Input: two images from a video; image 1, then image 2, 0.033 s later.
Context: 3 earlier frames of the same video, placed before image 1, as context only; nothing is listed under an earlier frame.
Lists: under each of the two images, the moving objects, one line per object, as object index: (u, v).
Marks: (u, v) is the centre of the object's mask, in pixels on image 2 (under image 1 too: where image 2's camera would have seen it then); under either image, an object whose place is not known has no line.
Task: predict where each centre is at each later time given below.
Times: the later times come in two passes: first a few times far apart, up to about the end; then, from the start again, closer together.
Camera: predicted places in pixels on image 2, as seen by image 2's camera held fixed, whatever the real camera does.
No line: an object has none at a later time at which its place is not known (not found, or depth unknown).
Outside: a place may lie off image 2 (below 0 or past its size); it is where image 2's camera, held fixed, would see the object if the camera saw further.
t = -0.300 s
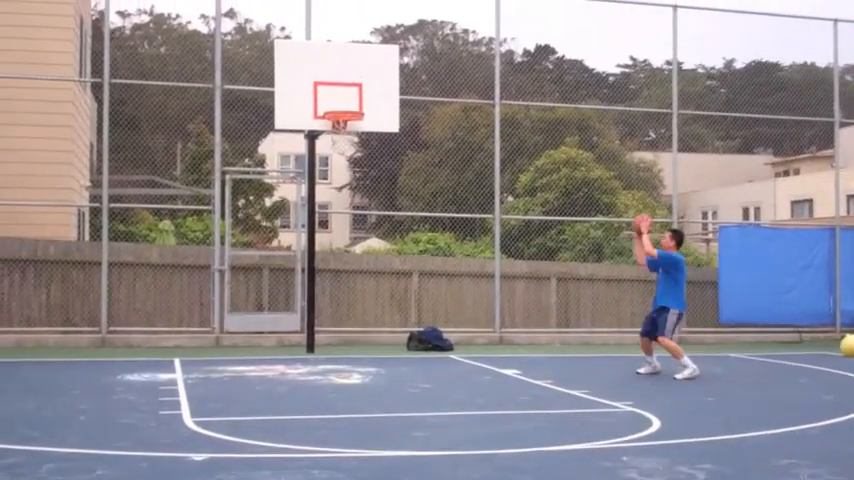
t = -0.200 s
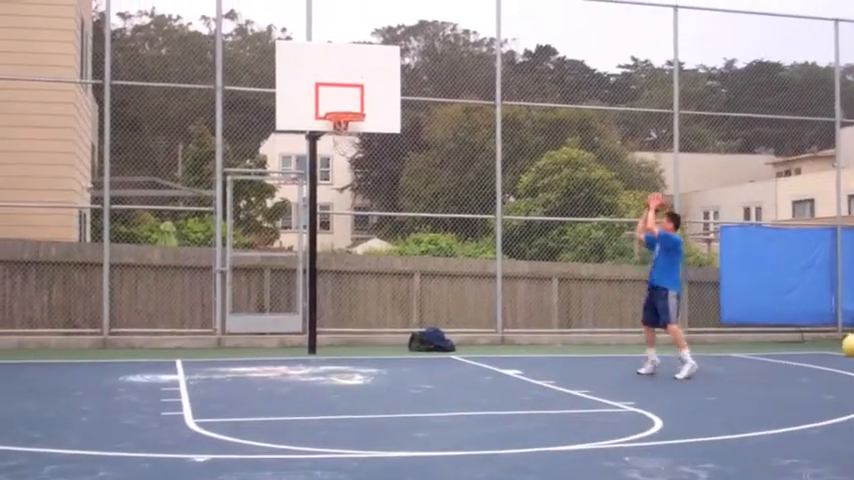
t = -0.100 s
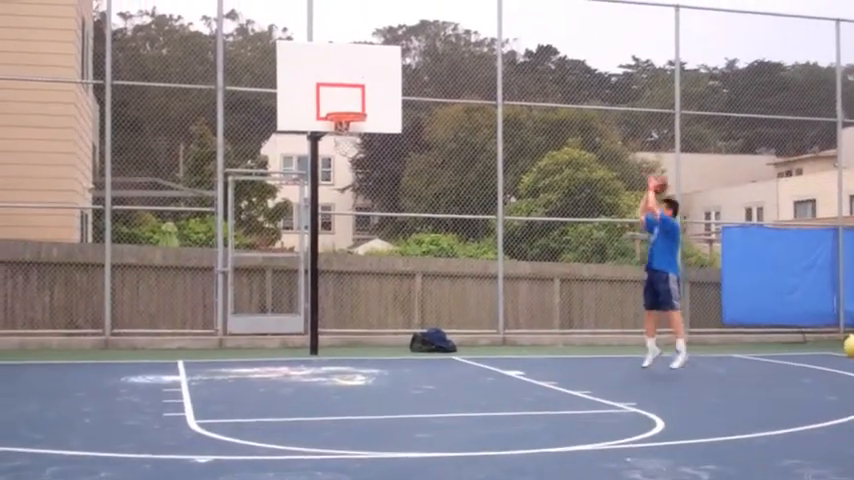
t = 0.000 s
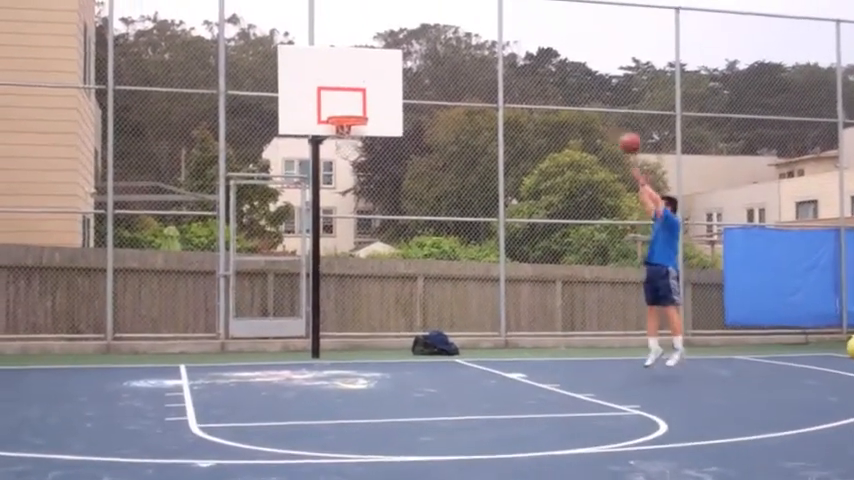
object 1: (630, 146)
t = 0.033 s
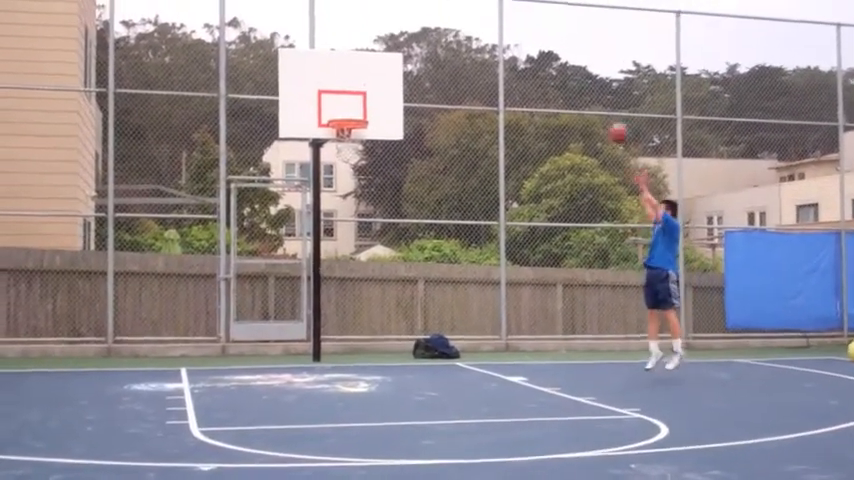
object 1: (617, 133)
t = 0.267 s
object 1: (543, 67)
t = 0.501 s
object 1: (470, 50)
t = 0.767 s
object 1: (389, 81)
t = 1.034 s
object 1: (341, 150)
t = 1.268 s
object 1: (345, 225)
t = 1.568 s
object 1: (354, 357)
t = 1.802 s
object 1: (381, 267)
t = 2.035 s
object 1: (411, 221)
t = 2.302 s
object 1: (446, 230)
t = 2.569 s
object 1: (483, 310)
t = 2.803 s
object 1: (515, 351)
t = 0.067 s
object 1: (607, 121)
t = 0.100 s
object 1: (597, 109)
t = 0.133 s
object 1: (586, 99)
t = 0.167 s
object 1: (575, 90)
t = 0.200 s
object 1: (565, 81)
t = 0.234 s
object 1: (554, 74)
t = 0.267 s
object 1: (543, 67)
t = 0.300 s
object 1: (533, 62)
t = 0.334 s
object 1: (521, 58)
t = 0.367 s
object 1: (511, 54)
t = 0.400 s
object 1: (501, 53)
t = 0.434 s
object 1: (490, 51)
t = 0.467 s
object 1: (480, 48)
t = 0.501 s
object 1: (470, 50)
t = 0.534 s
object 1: (459, 50)
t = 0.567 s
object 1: (448, 51)
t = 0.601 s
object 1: (438, 54)
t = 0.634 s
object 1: (427, 57)
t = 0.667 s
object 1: (419, 62)
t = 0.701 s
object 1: (409, 67)
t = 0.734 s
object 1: (398, 74)
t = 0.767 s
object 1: (389, 81)
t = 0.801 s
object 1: (379, 89)
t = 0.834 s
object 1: (368, 98)
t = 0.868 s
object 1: (359, 107)
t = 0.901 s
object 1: (348, 118)
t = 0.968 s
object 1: (341, 137)
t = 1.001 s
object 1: (340, 144)
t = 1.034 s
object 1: (341, 150)
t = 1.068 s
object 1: (341, 157)
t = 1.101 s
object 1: (342, 167)
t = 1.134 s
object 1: (343, 175)
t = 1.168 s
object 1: (344, 187)
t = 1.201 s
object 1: (344, 199)
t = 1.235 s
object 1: (345, 210)
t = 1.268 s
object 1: (345, 225)
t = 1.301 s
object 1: (345, 239)
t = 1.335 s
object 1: (345, 255)
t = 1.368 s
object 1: (346, 271)
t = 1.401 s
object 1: (347, 289)
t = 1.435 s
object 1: (347, 308)
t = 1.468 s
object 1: (348, 328)
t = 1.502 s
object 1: (348, 350)
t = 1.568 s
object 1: (354, 357)
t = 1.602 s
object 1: (356, 342)
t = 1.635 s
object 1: (361, 326)
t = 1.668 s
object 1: (365, 312)
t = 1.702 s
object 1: (369, 300)
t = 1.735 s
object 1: (373, 288)
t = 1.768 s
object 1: (377, 277)
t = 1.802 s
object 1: (381, 267)
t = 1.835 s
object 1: (386, 257)
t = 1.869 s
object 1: (389, 249)
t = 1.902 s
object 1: (394, 241)
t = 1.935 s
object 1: (398, 235)
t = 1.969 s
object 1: (403, 231)
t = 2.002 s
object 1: (407, 225)
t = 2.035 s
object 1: (411, 221)
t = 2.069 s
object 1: (416, 219)
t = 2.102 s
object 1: (419, 218)
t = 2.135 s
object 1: (425, 217)
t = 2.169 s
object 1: (429, 217)
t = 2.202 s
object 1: (433, 219)
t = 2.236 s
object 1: (436, 219)
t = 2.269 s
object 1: (442, 225)
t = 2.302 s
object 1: (446, 230)
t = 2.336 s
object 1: (451, 236)
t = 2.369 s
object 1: (455, 243)
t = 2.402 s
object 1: (460, 251)
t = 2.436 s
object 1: (464, 261)
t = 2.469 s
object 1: (469, 271)
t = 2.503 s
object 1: (473, 284)
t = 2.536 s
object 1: (478, 297)
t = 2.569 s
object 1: (483, 310)
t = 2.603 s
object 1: (488, 324)
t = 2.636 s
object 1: (493, 341)
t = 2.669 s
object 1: (496, 360)
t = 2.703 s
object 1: (501, 380)
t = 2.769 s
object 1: (511, 363)
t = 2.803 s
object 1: (515, 351)
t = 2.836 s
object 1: (519, 337)
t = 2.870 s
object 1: (523, 326)
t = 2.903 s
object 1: (529, 318)
